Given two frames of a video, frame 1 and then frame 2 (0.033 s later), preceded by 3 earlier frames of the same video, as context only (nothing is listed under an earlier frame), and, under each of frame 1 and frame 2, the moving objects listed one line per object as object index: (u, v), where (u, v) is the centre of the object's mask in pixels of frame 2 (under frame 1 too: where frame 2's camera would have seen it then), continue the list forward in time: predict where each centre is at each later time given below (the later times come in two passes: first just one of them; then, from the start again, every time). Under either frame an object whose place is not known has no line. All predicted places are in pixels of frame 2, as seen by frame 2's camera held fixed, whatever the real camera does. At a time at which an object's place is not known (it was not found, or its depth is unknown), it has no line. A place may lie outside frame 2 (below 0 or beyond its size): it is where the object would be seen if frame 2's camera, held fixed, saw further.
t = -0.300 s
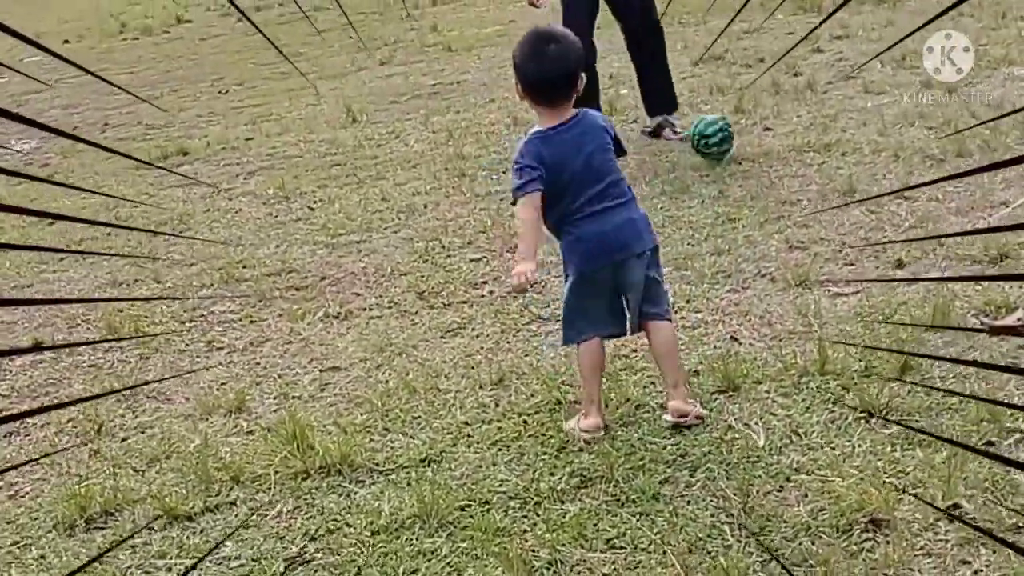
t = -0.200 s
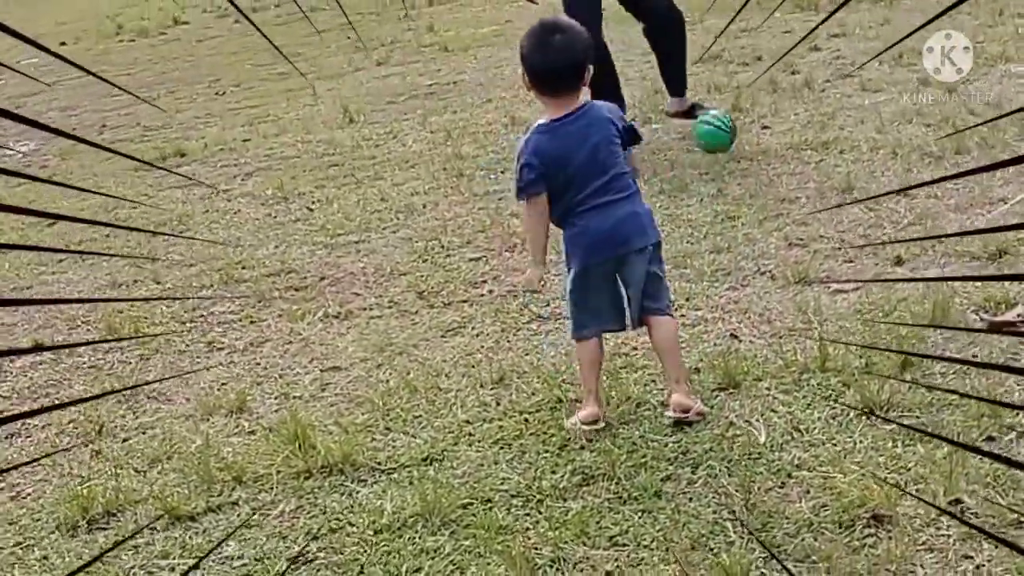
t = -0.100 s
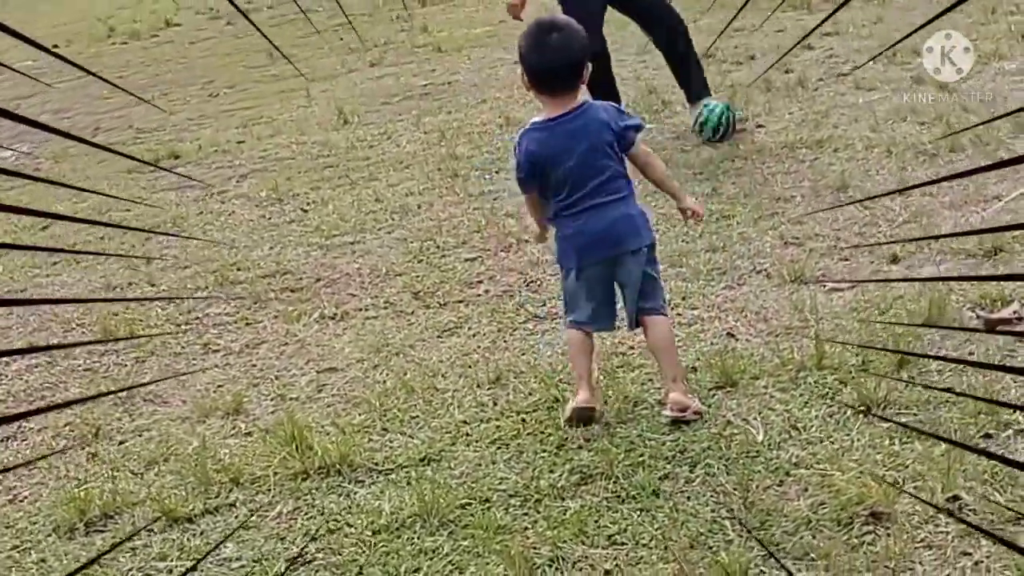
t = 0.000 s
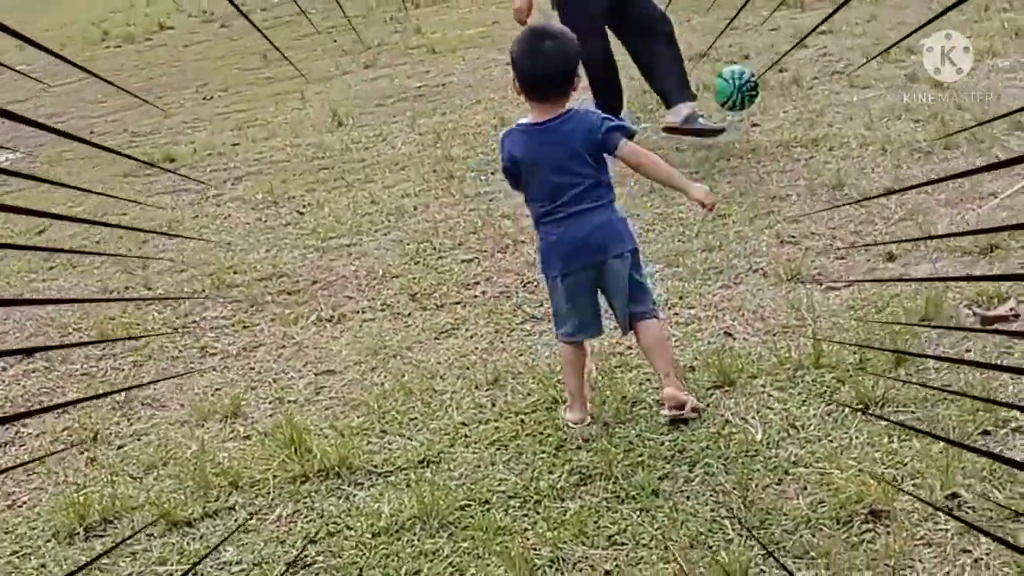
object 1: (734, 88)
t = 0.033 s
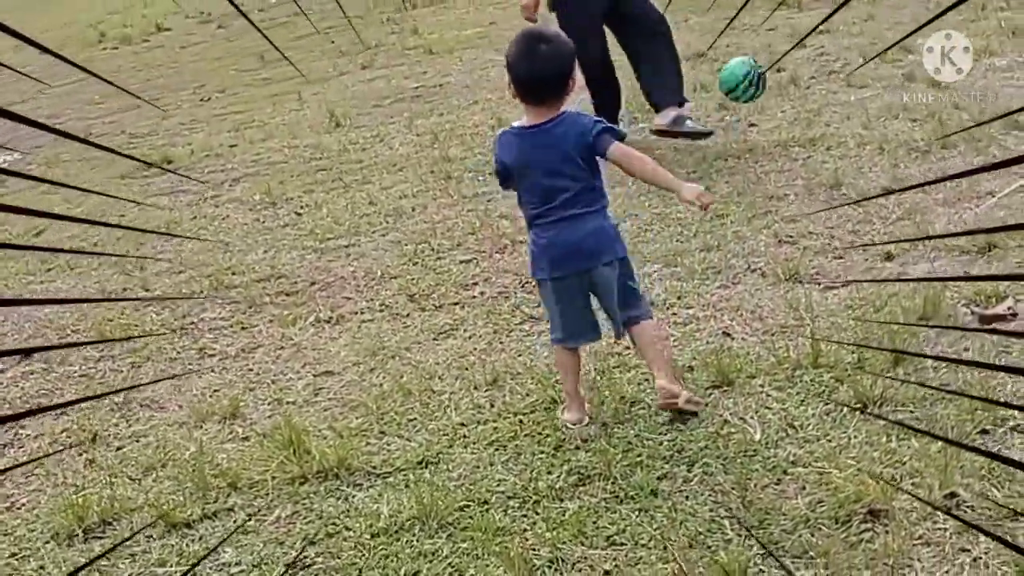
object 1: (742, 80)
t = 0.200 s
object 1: (766, 86)
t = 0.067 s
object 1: (750, 74)
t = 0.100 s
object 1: (756, 73)
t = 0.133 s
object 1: (759, 74)
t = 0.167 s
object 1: (762, 79)
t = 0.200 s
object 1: (766, 86)
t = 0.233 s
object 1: (771, 95)
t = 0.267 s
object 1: (775, 108)
